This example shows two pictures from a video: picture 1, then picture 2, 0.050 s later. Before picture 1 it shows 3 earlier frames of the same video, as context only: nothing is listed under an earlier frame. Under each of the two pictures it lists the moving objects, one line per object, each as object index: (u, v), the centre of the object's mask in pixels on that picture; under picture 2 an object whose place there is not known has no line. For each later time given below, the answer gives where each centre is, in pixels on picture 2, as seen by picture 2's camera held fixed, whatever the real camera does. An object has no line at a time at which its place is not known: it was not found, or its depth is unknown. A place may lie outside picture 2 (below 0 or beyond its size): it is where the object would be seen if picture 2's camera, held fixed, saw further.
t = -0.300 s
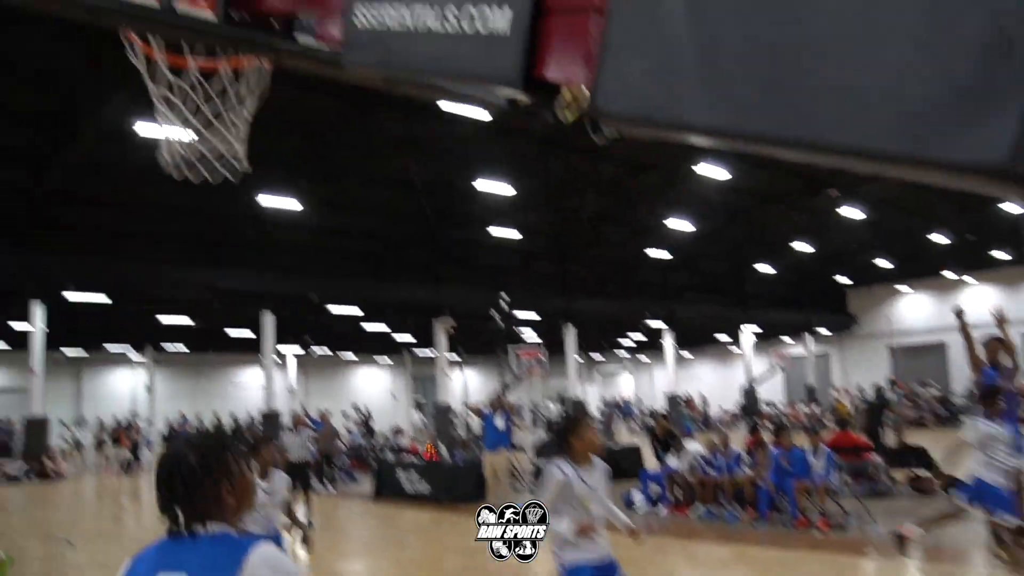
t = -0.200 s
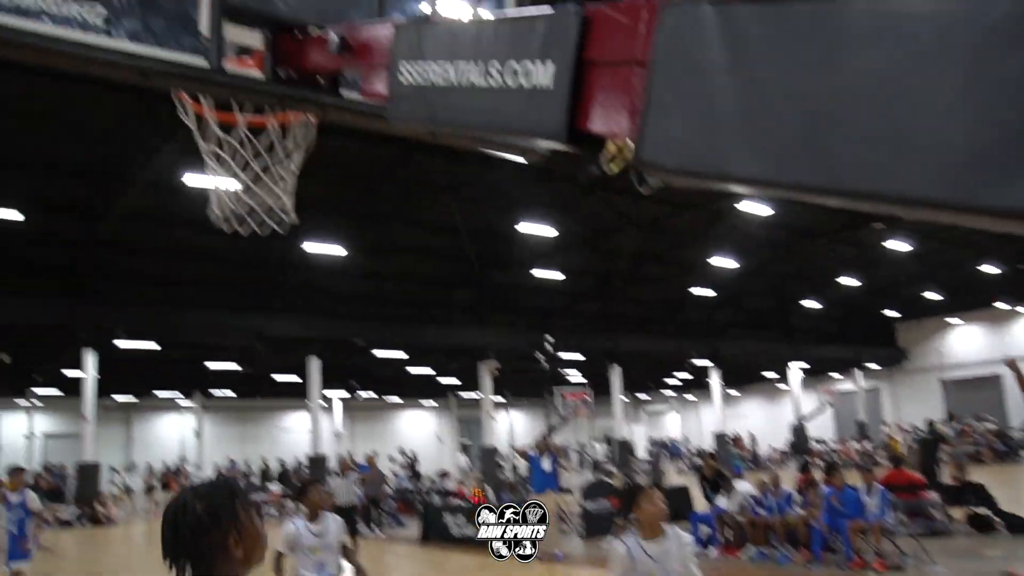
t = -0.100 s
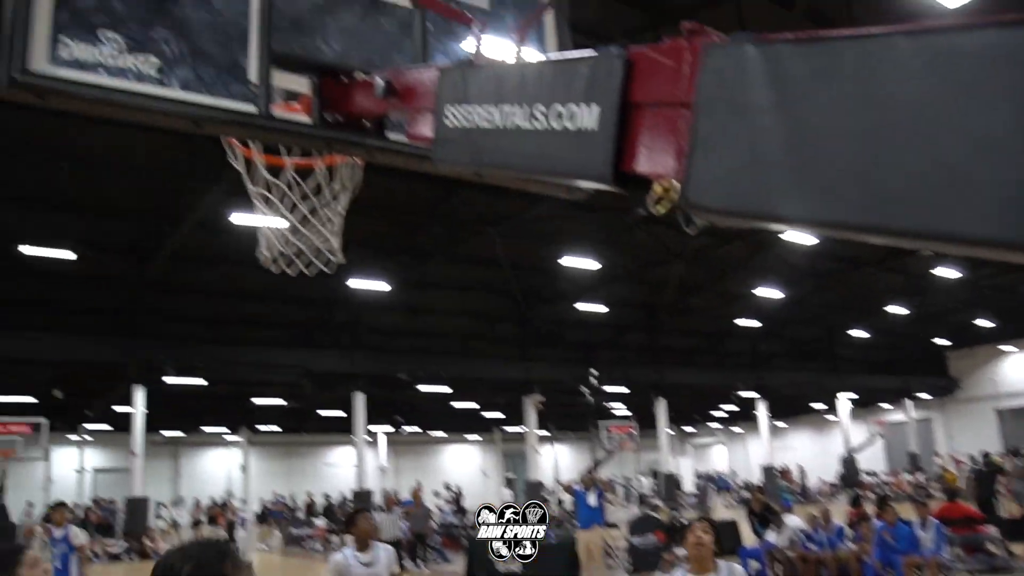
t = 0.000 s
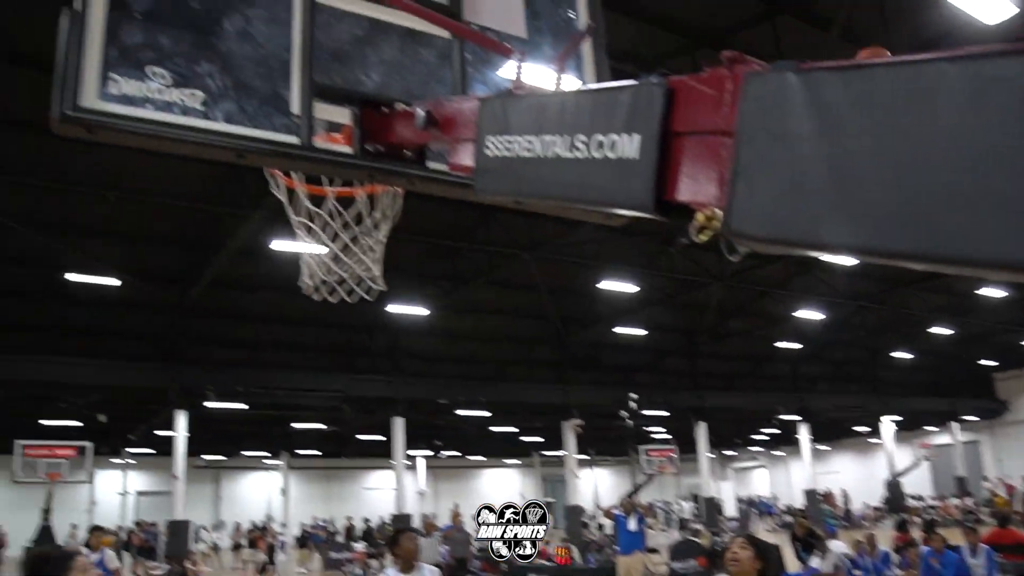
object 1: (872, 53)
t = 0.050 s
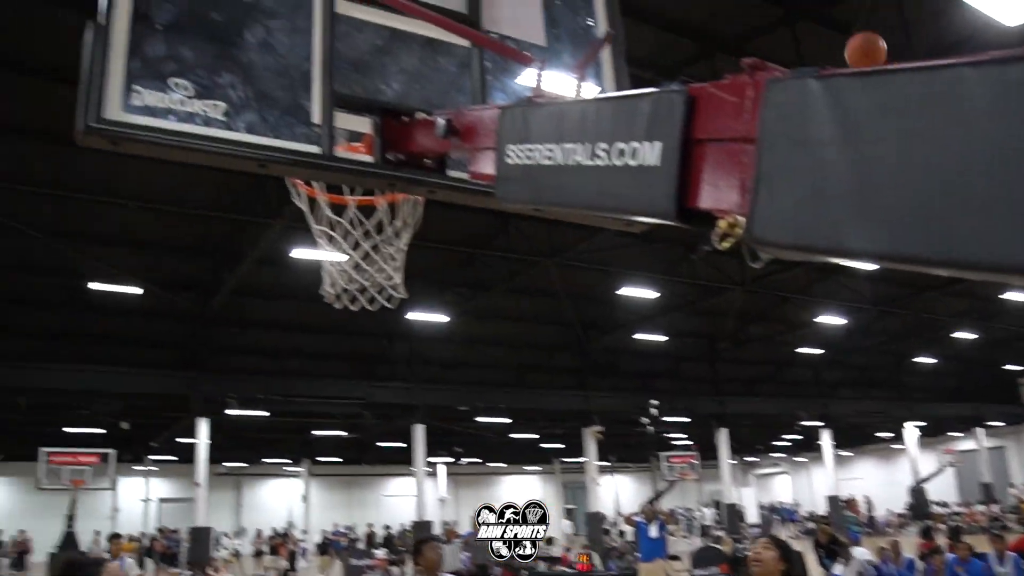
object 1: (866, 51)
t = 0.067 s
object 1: (854, 46)
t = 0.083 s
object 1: (843, 41)
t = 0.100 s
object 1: (831, 36)
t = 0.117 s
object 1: (820, 31)
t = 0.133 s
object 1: (809, 27)
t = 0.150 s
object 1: (797, 22)
